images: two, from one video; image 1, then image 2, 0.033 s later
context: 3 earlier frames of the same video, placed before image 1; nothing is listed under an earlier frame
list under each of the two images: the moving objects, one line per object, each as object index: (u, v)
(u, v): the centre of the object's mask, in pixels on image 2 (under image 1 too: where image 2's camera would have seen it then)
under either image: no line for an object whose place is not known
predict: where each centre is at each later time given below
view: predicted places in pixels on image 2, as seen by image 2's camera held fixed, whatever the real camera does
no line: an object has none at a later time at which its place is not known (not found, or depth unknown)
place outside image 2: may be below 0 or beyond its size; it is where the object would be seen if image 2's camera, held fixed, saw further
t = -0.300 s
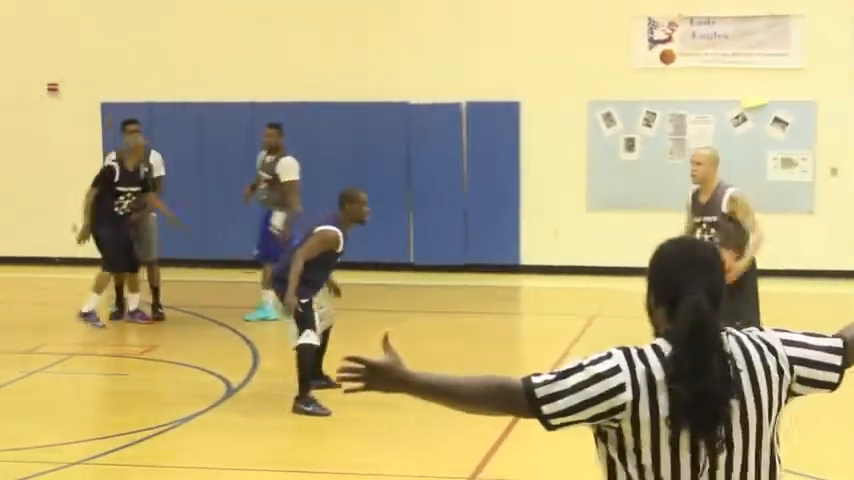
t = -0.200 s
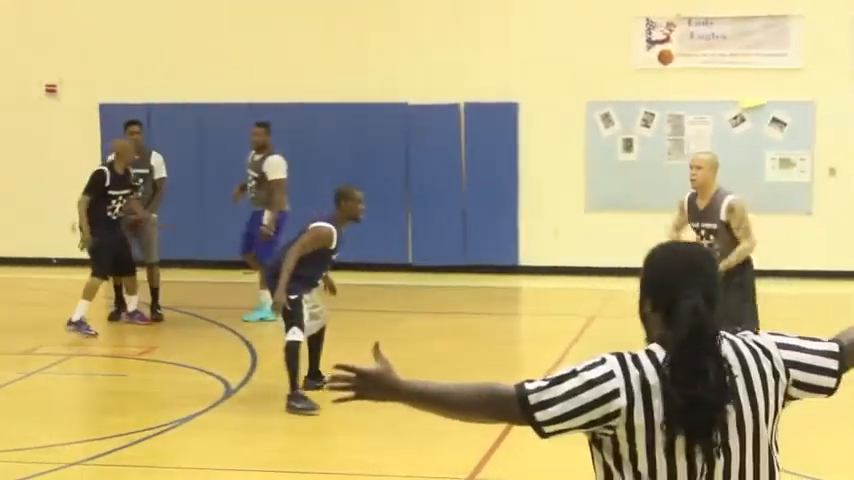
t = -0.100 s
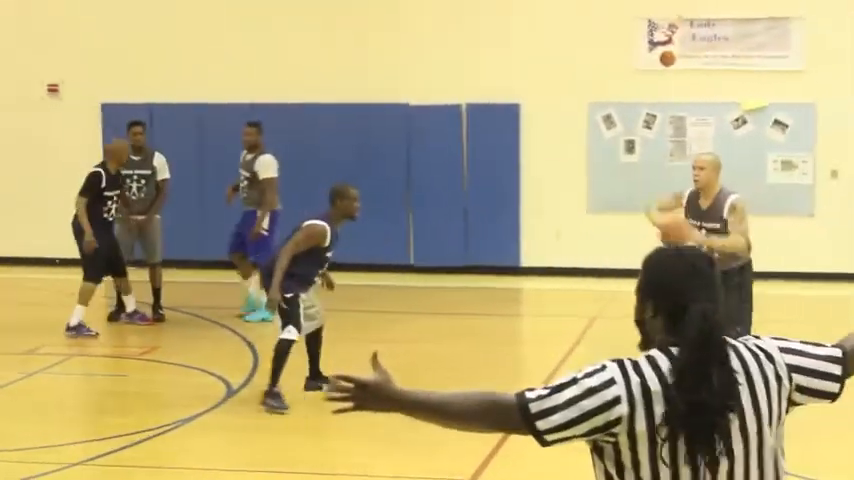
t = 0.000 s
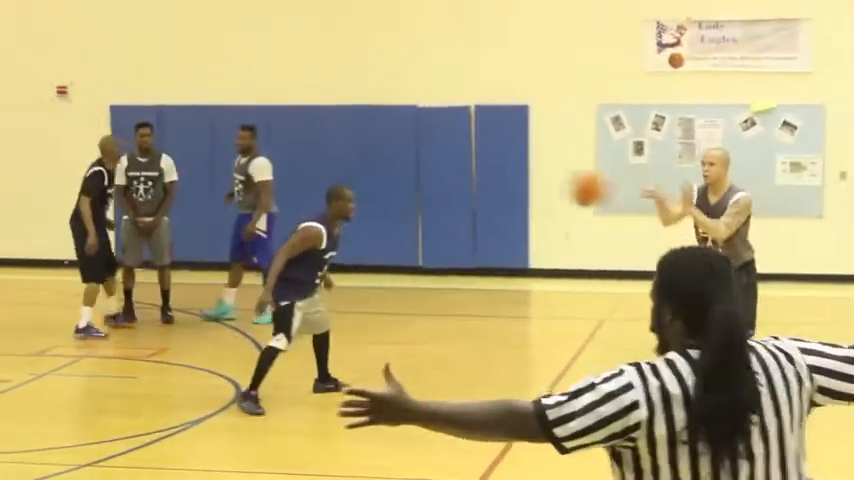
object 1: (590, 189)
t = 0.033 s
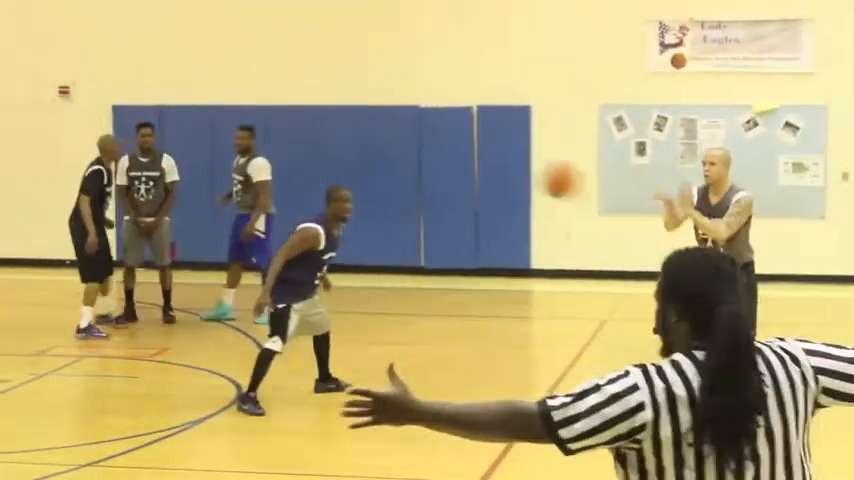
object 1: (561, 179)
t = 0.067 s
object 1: (523, 170)
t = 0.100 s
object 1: (497, 164)
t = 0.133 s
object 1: (463, 159)
